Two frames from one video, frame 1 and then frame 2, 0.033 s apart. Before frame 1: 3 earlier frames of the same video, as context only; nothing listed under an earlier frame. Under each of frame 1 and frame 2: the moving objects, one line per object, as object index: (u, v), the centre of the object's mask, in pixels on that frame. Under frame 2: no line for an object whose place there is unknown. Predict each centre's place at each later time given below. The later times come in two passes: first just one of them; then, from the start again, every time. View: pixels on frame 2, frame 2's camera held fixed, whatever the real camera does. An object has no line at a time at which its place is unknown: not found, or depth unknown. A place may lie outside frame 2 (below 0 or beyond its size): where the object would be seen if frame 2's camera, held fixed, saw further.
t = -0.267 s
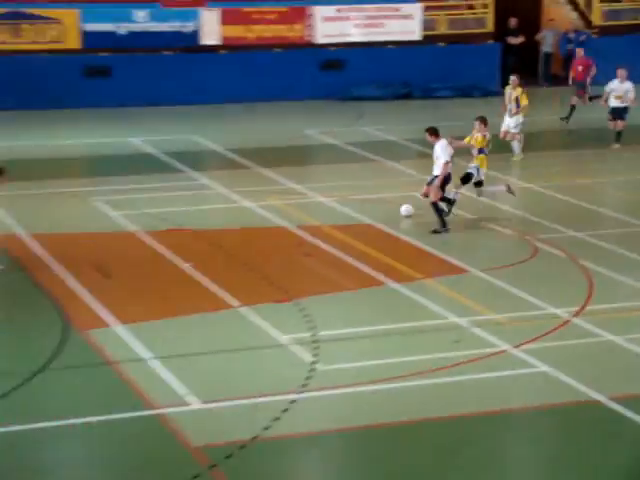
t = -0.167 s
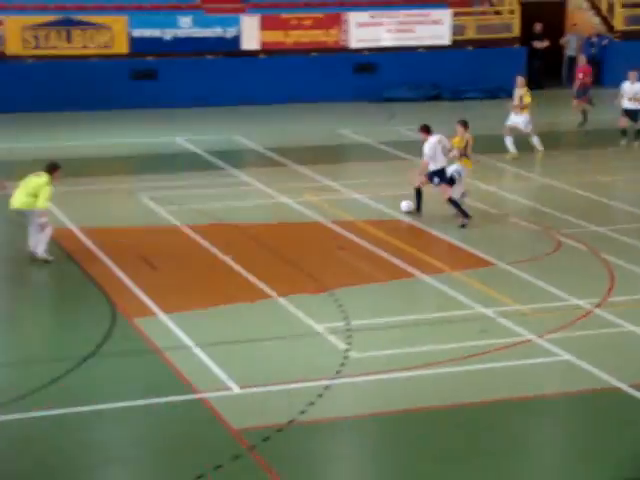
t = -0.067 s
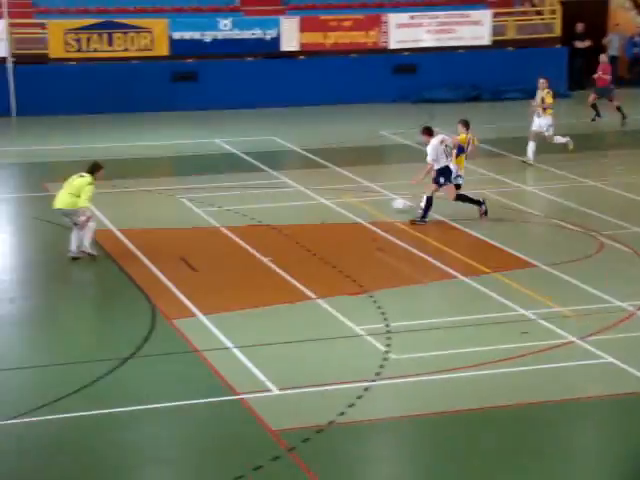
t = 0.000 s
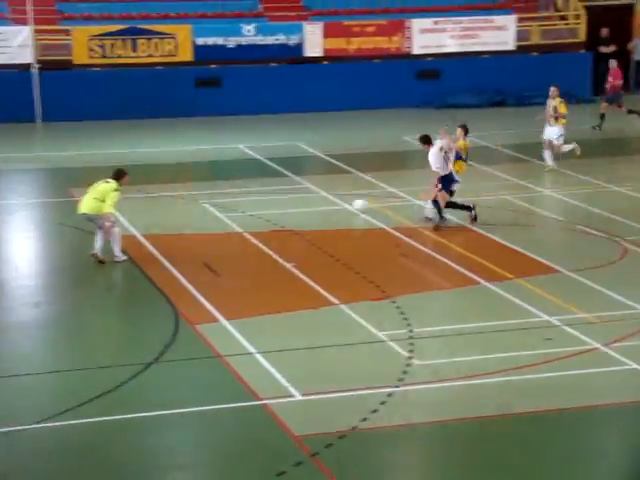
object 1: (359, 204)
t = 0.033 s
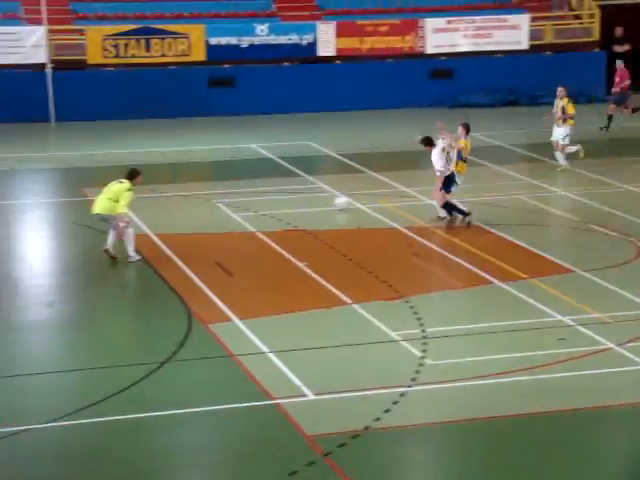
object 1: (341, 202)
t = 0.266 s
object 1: (154, 189)
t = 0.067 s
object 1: (311, 201)
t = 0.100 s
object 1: (283, 199)
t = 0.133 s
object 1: (255, 197)
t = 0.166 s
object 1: (229, 194)
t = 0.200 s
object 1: (202, 193)
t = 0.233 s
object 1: (178, 191)
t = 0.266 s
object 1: (154, 189)
